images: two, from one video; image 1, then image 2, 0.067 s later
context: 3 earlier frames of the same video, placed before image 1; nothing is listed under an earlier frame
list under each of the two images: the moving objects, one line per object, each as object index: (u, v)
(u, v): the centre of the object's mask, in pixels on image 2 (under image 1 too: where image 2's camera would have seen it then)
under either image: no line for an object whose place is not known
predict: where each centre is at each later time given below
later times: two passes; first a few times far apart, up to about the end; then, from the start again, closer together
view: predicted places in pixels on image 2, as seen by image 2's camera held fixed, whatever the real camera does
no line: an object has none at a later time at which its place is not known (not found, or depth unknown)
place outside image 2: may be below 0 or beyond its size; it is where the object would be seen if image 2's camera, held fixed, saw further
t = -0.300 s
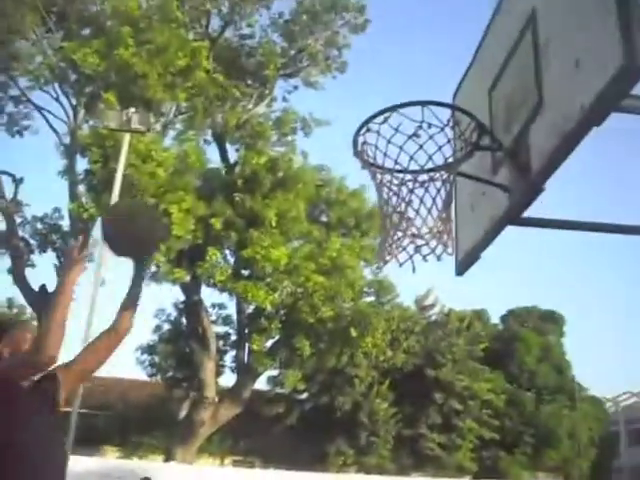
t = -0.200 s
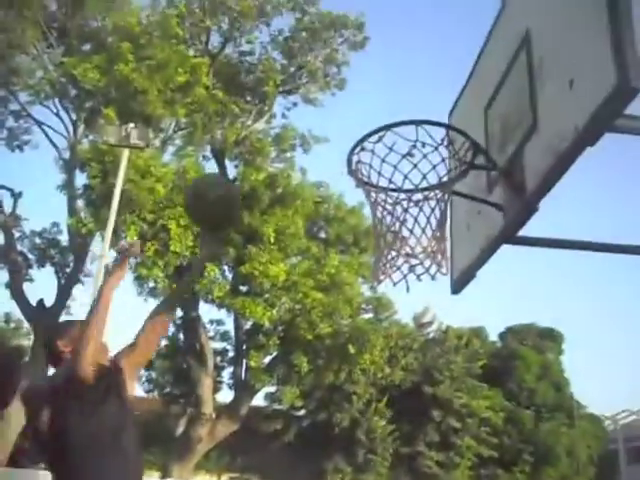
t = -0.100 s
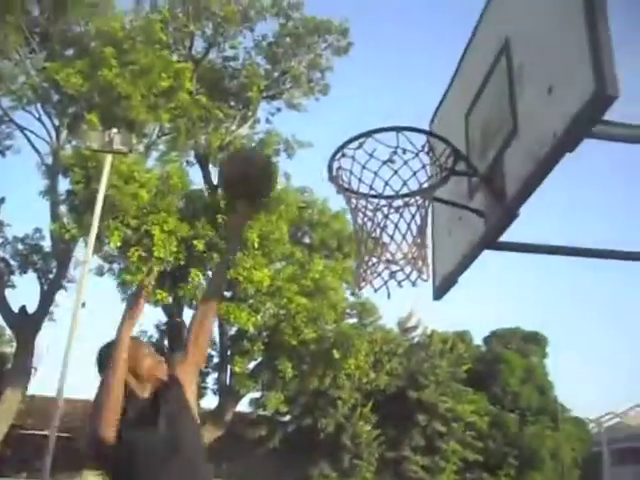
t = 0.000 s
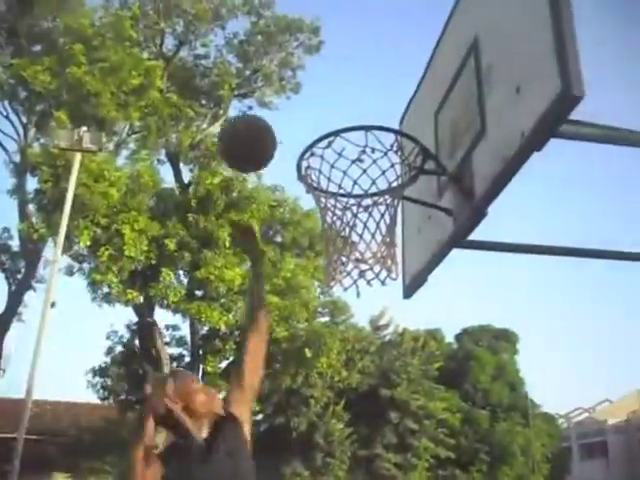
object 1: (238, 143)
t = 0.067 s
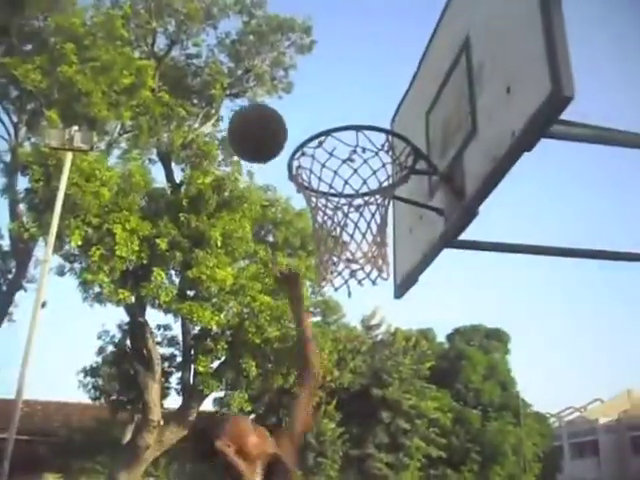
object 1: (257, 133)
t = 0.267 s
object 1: (331, 148)
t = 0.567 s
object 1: (373, 214)
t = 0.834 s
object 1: (333, 321)
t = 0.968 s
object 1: (308, 448)
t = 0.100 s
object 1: (276, 133)
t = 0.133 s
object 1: (285, 136)
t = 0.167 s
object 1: (295, 141)
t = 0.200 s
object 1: (307, 142)
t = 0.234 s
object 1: (319, 144)
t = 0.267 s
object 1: (331, 148)
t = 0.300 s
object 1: (343, 155)
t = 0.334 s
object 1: (356, 164)
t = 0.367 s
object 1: (368, 175)
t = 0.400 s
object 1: (378, 184)
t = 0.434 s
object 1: (377, 185)
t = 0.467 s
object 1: (377, 190)
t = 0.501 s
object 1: (376, 196)
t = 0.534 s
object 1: (374, 202)
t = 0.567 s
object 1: (373, 214)
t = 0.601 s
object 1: (372, 224)
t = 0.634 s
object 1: (364, 235)
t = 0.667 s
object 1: (358, 247)
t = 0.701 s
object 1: (354, 256)
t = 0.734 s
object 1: (350, 266)
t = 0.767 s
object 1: (343, 282)
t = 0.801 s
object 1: (338, 300)
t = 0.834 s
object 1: (333, 321)
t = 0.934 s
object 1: (315, 410)
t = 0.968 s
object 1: (308, 448)
